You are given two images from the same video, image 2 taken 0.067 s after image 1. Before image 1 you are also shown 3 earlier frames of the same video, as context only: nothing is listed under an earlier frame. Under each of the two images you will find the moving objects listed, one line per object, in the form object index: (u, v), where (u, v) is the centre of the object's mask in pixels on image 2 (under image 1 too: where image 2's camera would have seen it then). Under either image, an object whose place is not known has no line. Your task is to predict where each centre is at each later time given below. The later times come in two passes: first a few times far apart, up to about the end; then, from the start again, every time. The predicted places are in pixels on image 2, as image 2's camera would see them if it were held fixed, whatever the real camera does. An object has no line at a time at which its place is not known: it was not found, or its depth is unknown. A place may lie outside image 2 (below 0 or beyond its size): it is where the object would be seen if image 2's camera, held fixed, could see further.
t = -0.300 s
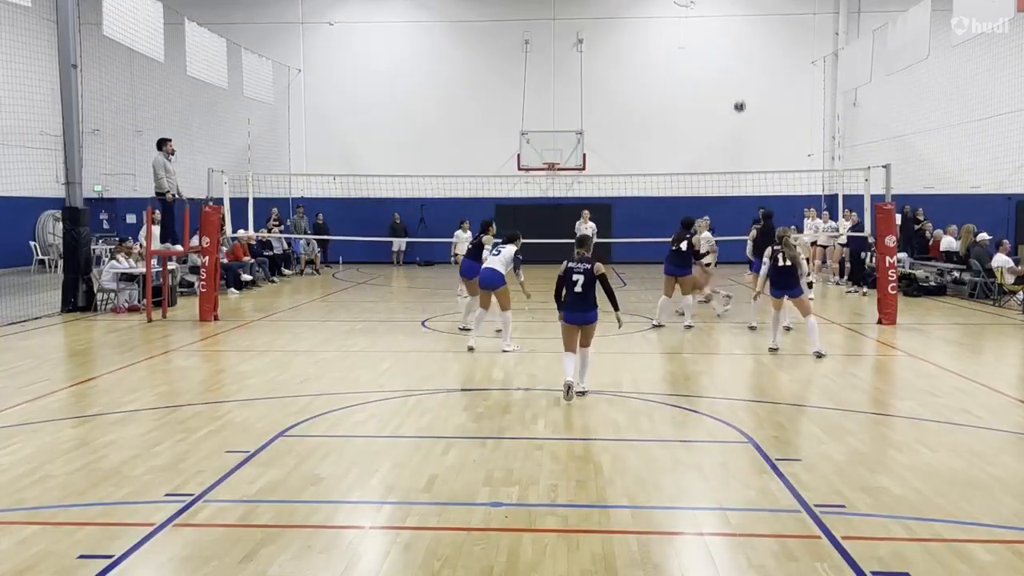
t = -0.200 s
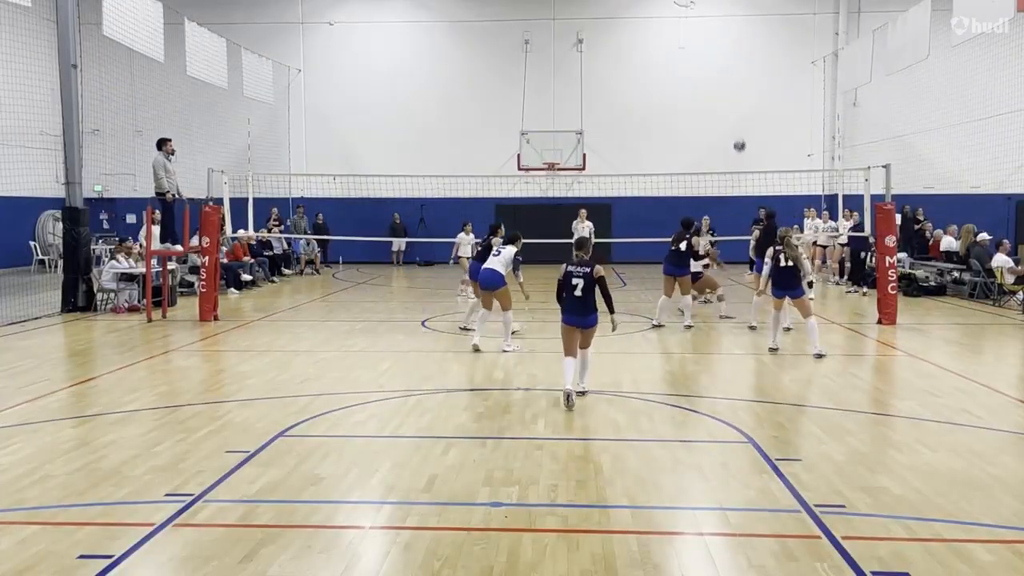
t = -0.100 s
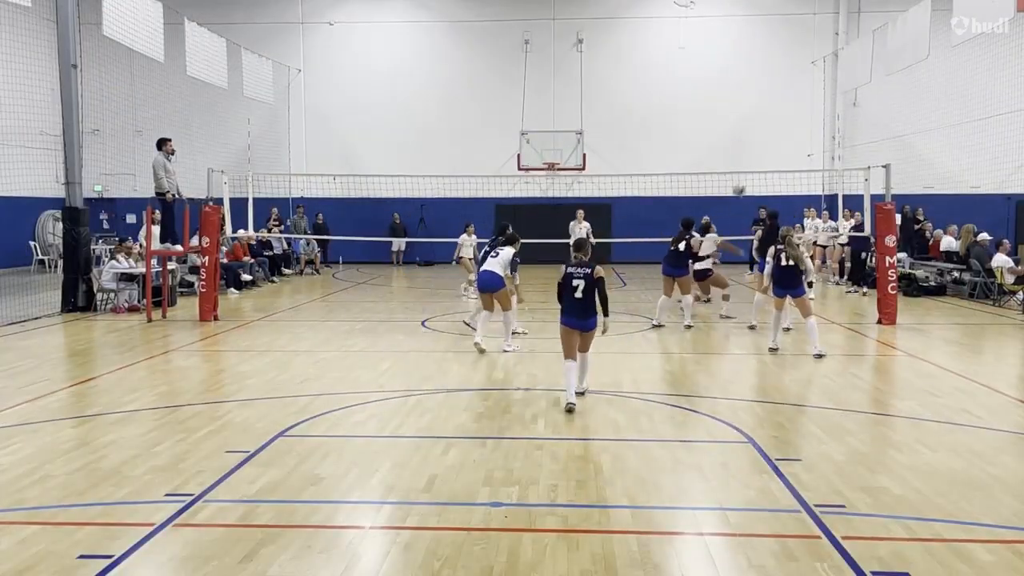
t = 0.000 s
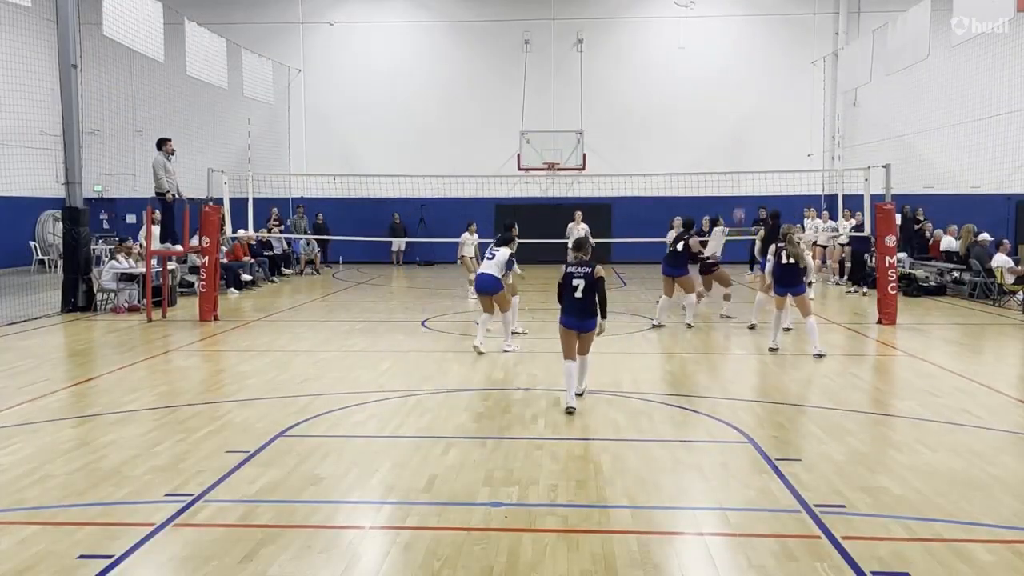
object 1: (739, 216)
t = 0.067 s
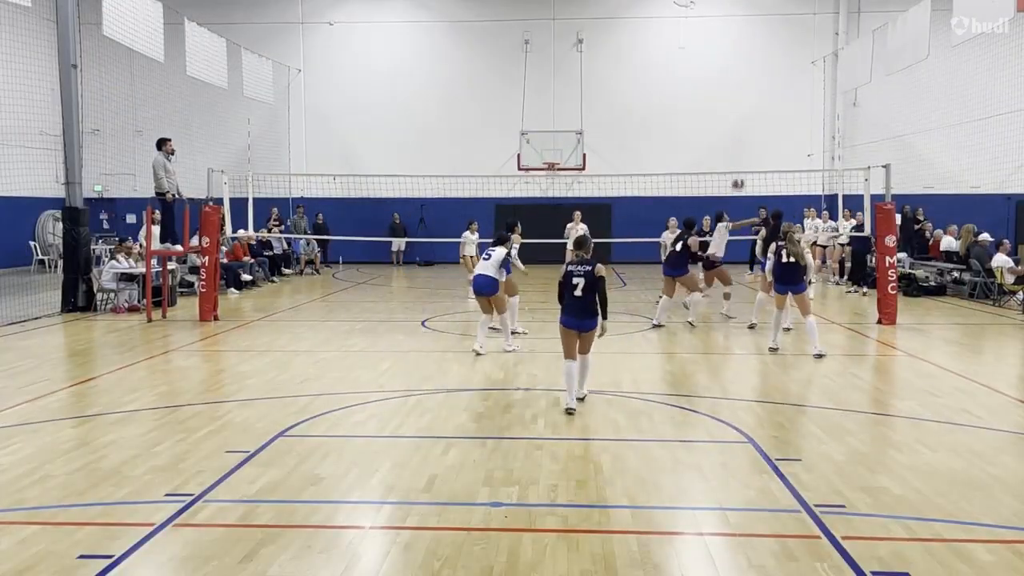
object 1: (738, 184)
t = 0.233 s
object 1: (735, 117)
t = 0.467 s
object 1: (732, 54)
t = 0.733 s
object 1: (728, 25)
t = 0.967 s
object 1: (723, 35)
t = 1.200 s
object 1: (717, 77)
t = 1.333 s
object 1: (714, 115)
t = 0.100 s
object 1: (737, 168)
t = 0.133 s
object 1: (737, 155)
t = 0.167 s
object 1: (736, 142)
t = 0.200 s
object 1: (736, 129)
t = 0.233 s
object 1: (735, 117)
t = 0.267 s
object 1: (735, 106)
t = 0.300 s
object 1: (735, 95)
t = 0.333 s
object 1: (734, 86)
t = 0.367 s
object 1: (734, 76)
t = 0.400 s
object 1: (733, 68)
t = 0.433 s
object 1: (733, 61)
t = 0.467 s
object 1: (732, 54)
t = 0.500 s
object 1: (732, 48)
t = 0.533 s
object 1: (731, 42)
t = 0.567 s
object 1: (731, 38)
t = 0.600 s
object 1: (730, 34)
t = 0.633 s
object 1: (729, 31)
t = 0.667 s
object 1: (729, 28)
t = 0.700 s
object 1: (728, 26)
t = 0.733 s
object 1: (728, 25)
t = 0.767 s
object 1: (727, 25)
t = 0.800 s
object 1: (727, 25)
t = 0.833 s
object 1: (726, 26)
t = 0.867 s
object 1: (725, 27)
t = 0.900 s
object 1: (724, 29)
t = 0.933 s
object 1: (724, 32)
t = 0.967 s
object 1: (723, 35)
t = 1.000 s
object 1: (722, 39)
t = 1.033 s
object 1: (721, 44)
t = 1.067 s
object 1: (721, 49)
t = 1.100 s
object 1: (720, 55)
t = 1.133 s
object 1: (719, 62)
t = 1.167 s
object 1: (718, 70)
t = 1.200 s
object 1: (717, 77)
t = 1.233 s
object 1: (717, 86)
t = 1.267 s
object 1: (716, 95)
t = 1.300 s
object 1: (715, 104)
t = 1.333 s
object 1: (714, 115)
